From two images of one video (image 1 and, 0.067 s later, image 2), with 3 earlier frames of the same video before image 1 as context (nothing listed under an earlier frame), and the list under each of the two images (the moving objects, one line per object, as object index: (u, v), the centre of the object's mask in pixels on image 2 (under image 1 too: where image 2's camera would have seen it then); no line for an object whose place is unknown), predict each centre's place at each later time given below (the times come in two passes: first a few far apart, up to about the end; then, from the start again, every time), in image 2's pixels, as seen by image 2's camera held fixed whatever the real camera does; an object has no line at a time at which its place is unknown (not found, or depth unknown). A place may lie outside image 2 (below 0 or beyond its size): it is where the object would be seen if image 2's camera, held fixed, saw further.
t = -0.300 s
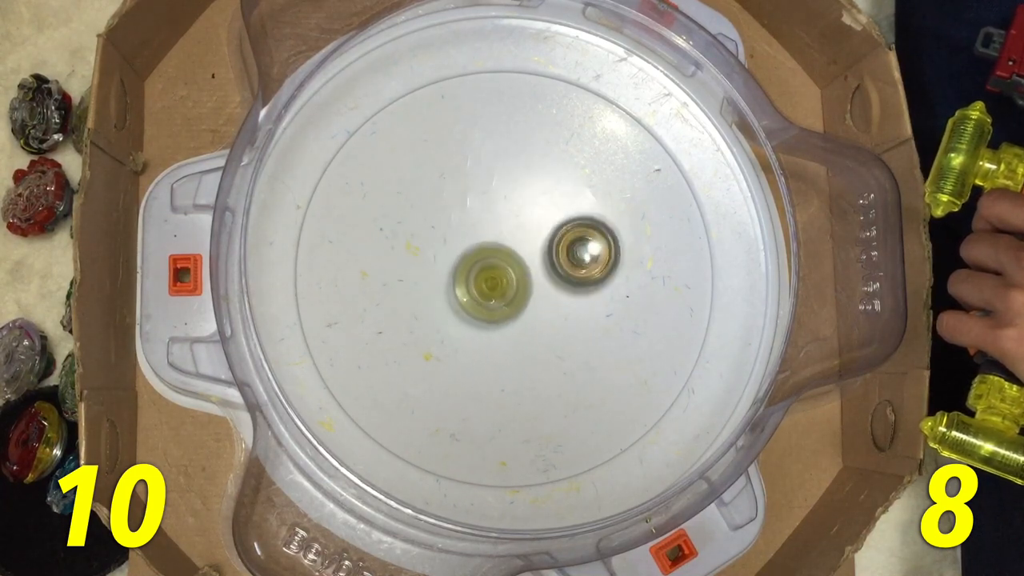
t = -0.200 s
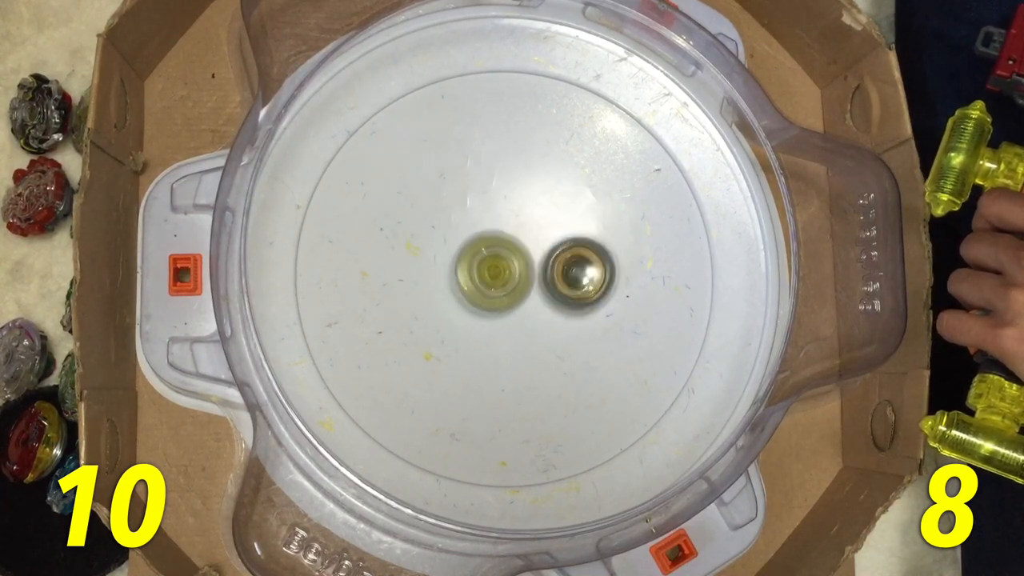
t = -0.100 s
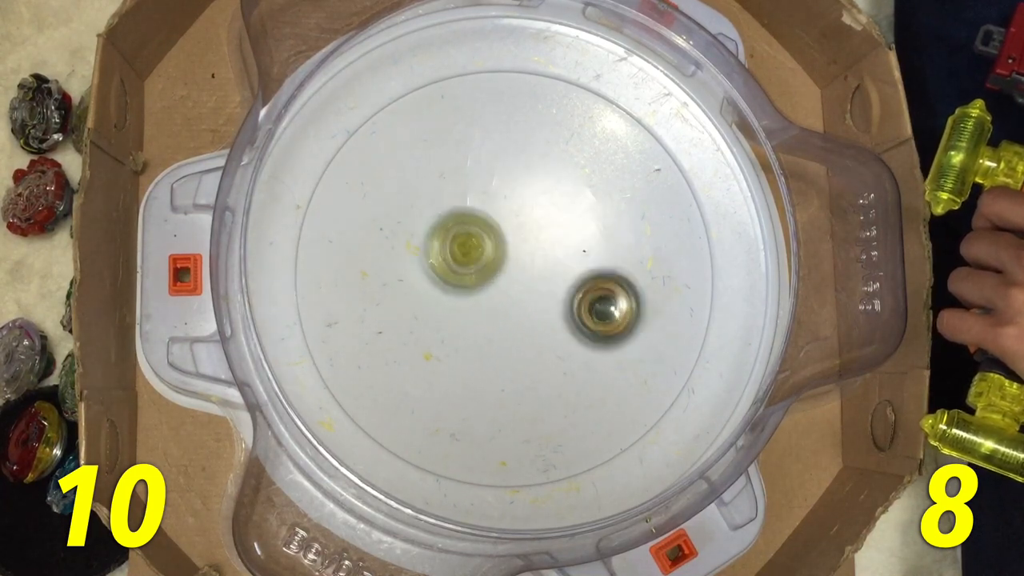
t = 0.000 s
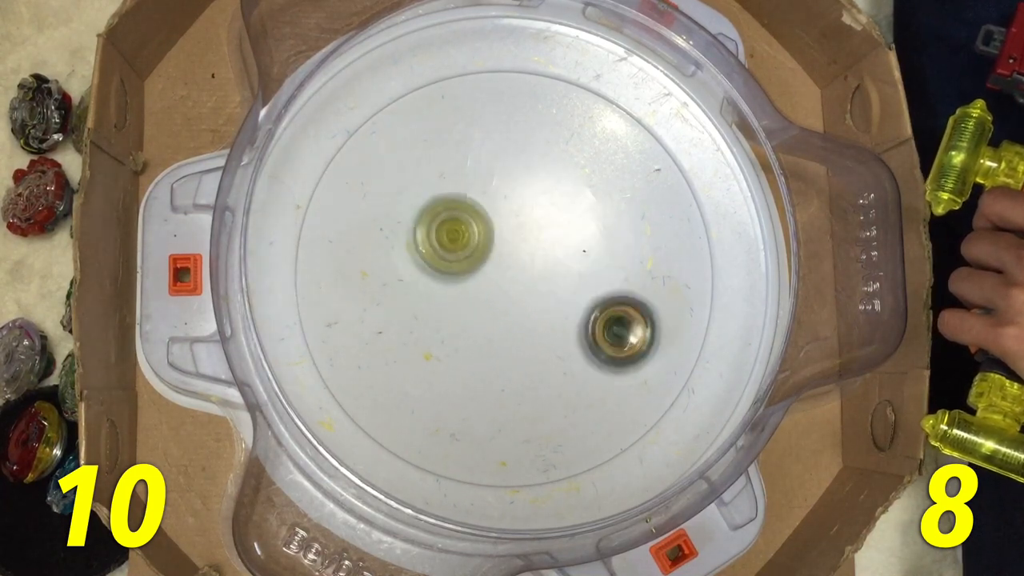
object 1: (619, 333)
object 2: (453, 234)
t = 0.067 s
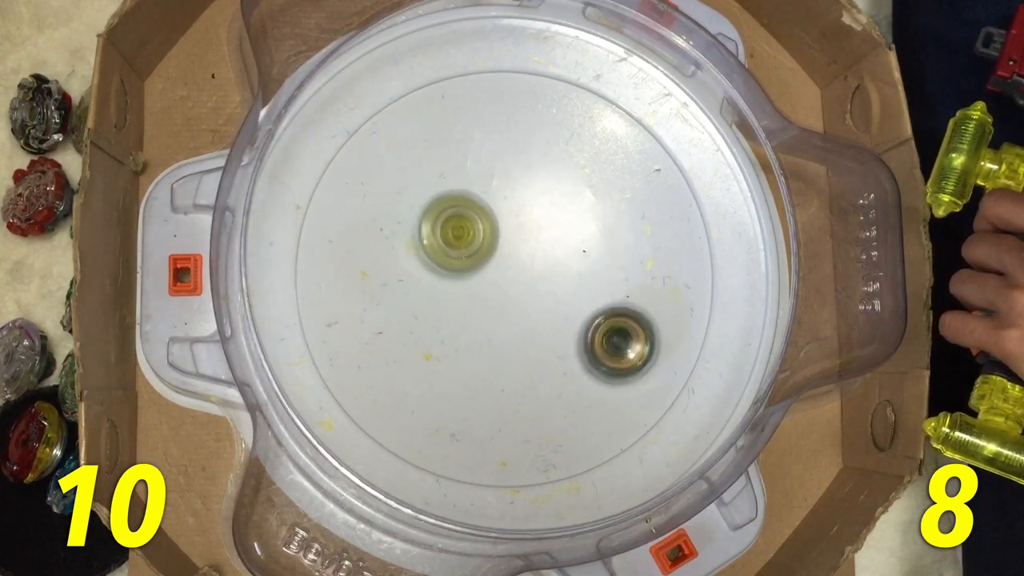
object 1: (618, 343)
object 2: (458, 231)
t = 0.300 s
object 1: (571, 356)
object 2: (498, 229)
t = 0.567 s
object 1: (481, 329)
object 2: (539, 246)
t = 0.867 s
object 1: (416, 265)
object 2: (552, 279)
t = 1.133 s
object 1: (434, 204)
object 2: (527, 304)
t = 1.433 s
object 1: (510, 183)
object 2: (492, 297)
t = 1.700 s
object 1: (576, 231)
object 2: (479, 264)
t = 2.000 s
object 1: (592, 316)
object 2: (500, 230)
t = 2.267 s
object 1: (536, 357)
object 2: (530, 232)
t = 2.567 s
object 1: (460, 329)
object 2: (548, 265)
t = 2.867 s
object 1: (440, 243)
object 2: (528, 295)
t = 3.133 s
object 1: (480, 186)
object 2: (497, 295)
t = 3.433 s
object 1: (554, 198)
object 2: (484, 264)
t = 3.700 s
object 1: (585, 267)
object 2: (500, 242)
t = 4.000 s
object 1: (547, 346)
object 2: (529, 246)
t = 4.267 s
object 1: (482, 349)
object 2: (538, 271)
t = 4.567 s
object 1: (432, 280)
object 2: (530, 292)
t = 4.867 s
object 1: (465, 204)
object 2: (507, 282)
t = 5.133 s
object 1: (537, 189)
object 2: (498, 261)
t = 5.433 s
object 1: (596, 250)
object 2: (507, 253)
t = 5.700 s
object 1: (573, 328)
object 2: (521, 258)
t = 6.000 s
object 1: (490, 349)
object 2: (519, 271)
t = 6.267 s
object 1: (421, 294)
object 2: (535, 266)
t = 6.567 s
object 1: (456, 206)
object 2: (542, 259)
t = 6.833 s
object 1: (545, 188)
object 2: (529, 269)
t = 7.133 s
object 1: (602, 267)
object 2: (509, 265)
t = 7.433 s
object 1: (546, 350)
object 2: (501, 250)
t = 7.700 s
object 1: (461, 331)
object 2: (510, 249)
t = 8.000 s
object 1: (440, 233)
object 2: (517, 264)
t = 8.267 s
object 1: (513, 184)
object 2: (509, 278)
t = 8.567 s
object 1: (592, 241)
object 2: (495, 276)
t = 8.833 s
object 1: (567, 330)
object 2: (499, 264)
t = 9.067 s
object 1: (491, 352)
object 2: (513, 263)
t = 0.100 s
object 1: (615, 348)
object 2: (462, 230)
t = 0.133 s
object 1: (611, 352)
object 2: (466, 230)
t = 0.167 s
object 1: (605, 354)
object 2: (472, 229)
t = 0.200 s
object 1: (599, 356)
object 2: (478, 229)
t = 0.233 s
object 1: (590, 357)
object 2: (485, 228)
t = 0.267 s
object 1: (581, 357)
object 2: (492, 228)
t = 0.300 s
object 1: (571, 356)
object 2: (498, 229)
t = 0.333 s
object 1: (561, 355)
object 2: (503, 230)
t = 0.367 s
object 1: (550, 352)
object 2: (511, 231)
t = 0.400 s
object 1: (538, 350)
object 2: (515, 233)
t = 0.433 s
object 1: (526, 347)
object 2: (521, 236)
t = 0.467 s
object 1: (515, 343)
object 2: (526, 237)
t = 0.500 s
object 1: (503, 339)
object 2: (531, 240)
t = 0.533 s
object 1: (492, 334)
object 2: (535, 243)
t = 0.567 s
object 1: (481, 329)
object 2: (539, 246)
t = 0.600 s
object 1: (470, 324)
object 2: (542, 249)
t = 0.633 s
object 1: (461, 317)
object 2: (546, 253)
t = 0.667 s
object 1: (452, 311)
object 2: (548, 256)
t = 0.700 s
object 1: (444, 304)
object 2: (550, 259)
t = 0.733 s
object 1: (436, 297)
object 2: (552, 263)
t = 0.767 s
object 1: (430, 289)
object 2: (553, 267)
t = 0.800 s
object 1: (424, 282)
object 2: (554, 271)
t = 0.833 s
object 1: (420, 274)
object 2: (553, 275)
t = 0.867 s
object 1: (416, 265)
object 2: (552, 279)
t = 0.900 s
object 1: (415, 257)
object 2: (551, 283)
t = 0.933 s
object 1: (414, 249)
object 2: (548, 287)
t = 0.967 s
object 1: (415, 241)
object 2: (546, 291)
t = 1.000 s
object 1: (416, 232)
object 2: (543, 295)
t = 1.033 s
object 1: (419, 225)
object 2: (539, 298)
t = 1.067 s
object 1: (423, 217)
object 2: (535, 301)
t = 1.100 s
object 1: (428, 210)
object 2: (532, 302)
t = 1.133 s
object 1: (434, 204)
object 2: (527, 304)
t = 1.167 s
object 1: (441, 198)
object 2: (524, 305)
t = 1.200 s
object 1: (448, 193)
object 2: (519, 306)
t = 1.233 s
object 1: (456, 189)
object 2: (515, 306)
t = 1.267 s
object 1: (464, 186)
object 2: (510, 306)
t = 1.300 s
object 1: (473, 183)
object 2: (506, 305)
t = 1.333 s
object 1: (482, 182)
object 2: (502, 304)
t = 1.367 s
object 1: (491, 181)
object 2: (499, 302)
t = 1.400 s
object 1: (501, 181)
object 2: (495, 300)
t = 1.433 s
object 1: (510, 183)
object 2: (492, 297)
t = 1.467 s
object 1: (520, 186)
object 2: (489, 294)
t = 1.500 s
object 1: (530, 189)
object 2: (486, 290)
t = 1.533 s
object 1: (539, 194)
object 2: (484, 286)
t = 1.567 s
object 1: (548, 199)
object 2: (482, 282)
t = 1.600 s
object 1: (556, 206)
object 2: (481, 278)
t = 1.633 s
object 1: (563, 213)
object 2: (480, 273)
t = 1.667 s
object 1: (570, 222)
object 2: (479, 269)
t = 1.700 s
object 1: (576, 231)
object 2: (479, 264)
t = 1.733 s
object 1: (582, 241)
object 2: (480, 259)
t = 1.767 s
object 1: (587, 250)
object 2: (481, 255)
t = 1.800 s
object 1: (591, 260)
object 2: (483, 250)
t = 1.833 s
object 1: (595, 269)
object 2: (485, 246)
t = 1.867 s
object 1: (596, 278)
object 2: (487, 242)
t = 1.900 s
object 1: (597, 288)
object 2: (490, 239)
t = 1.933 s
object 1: (596, 298)
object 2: (493, 236)
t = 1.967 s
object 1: (595, 307)
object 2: (497, 233)
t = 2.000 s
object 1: (592, 316)
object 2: (500, 230)
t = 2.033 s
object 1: (588, 324)
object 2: (504, 228)
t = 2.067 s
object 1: (583, 332)
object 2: (507, 227)
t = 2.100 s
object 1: (577, 339)
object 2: (510, 227)
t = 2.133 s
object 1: (570, 345)
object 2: (514, 227)
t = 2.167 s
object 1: (562, 350)
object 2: (518, 227)
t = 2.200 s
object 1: (554, 353)
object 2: (521, 229)
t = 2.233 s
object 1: (545, 356)
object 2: (525, 231)
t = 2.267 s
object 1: (536, 357)
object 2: (530, 232)
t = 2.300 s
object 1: (526, 358)
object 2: (533, 235)
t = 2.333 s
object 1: (517, 358)
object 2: (537, 238)
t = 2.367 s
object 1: (508, 357)
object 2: (540, 241)
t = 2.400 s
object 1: (498, 355)
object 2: (542, 245)
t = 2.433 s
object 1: (490, 352)
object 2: (544, 249)
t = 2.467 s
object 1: (482, 348)
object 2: (546, 253)
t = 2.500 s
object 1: (474, 342)
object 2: (547, 257)
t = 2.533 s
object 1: (467, 336)
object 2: (548, 261)
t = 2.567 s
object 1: (460, 329)
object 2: (548, 265)
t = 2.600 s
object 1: (454, 321)
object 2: (548, 269)
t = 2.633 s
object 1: (449, 312)
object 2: (547, 273)
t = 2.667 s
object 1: (445, 303)
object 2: (545, 277)
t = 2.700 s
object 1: (442, 293)
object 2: (543, 281)
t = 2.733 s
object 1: (440, 283)
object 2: (541, 284)
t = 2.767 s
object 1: (439, 273)
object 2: (538, 288)
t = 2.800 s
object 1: (438, 263)
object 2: (534, 291)
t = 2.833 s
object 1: (439, 252)
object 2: (532, 293)
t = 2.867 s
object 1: (440, 243)
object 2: (528, 295)
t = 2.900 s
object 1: (441, 233)
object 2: (524, 296)
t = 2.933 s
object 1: (444, 225)
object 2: (520, 298)
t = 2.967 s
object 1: (448, 216)
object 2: (515, 299)
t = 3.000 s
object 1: (453, 208)
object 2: (511, 299)
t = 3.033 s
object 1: (459, 202)
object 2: (507, 299)
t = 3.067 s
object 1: (465, 196)
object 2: (504, 298)
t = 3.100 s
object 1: (472, 190)
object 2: (500, 296)
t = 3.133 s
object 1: (480, 186)
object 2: (497, 295)
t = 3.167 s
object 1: (488, 183)
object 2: (494, 292)
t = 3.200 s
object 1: (496, 181)
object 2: (491, 289)
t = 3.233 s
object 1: (505, 181)
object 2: (489, 286)
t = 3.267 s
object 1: (514, 181)
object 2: (487, 283)
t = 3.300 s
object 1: (522, 182)
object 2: (485, 279)
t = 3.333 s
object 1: (530, 185)
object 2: (485, 276)
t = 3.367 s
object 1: (539, 188)
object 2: (484, 272)
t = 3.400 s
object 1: (547, 192)
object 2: (484, 268)
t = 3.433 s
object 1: (554, 198)
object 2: (484, 264)
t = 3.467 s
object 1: (561, 204)
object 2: (485, 261)
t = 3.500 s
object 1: (567, 211)
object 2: (486, 258)
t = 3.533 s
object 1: (572, 219)
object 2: (488, 254)
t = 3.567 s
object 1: (576, 228)
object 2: (489, 251)
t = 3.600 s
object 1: (580, 238)
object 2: (491, 248)
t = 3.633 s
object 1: (583, 247)
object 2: (494, 246)
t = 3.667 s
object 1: (584, 257)
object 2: (497, 244)
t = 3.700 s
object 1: (585, 267)
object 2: (500, 242)
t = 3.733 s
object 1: (584, 278)
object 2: (503, 241)
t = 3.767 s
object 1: (582, 288)
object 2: (507, 240)
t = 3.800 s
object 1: (580, 297)
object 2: (510, 239)
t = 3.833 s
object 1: (576, 307)
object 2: (513, 240)
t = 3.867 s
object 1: (571, 316)
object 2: (516, 240)
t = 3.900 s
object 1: (566, 325)
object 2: (519, 241)
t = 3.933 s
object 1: (560, 333)
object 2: (522, 243)
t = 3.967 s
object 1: (554, 340)
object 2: (525, 244)
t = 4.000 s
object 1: (547, 346)
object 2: (529, 246)
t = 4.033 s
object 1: (540, 350)
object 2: (531, 248)
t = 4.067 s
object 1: (532, 354)
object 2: (533, 251)
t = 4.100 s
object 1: (524, 356)
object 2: (535, 254)
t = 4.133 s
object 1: (515, 357)
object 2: (537, 258)
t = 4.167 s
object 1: (507, 357)
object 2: (538, 260)
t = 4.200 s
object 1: (497, 356)
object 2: (539, 264)
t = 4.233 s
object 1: (490, 353)
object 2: (539, 268)
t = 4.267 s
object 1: (482, 349)
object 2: (538, 271)
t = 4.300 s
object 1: (474, 344)
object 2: (538, 275)
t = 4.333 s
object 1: (468, 338)
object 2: (537, 278)
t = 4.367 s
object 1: (462, 330)
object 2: (535, 281)
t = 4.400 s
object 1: (457, 323)
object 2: (533, 284)
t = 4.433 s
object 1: (451, 315)
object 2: (533, 286)
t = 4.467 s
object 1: (443, 307)
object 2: (534, 289)
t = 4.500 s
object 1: (437, 298)
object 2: (534, 290)
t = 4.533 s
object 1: (433, 289)
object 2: (533, 291)
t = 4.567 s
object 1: (432, 280)
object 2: (530, 292)
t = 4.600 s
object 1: (431, 271)
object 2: (527, 292)
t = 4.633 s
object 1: (432, 261)
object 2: (524, 293)
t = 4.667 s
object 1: (434, 251)
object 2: (522, 292)
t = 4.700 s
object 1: (436, 242)
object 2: (519, 291)
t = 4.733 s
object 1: (440, 233)
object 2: (516, 290)
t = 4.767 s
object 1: (444, 225)
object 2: (513, 289)
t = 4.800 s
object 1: (450, 217)
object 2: (511, 286)
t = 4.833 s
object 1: (458, 210)
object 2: (509, 285)
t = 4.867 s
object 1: (465, 204)
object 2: (507, 282)
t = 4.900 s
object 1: (473, 199)
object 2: (505, 279)
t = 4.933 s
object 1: (482, 194)
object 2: (503, 277)
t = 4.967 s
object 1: (490, 191)
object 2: (501, 275)
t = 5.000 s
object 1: (499, 188)
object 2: (501, 271)
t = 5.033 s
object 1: (508, 187)
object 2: (500, 268)
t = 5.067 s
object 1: (518, 186)
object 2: (499, 265)
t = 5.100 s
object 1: (527, 187)
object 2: (499, 262)
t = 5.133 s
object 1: (537, 189)
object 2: (498, 261)
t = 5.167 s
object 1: (548, 191)
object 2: (498, 260)
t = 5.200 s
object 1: (557, 194)
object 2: (498, 258)
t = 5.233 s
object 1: (564, 199)
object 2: (498, 257)
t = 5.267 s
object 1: (572, 206)
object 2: (499, 256)
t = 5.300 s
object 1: (579, 213)
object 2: (502, 255)
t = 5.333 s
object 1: (585, 222)
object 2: (503, 254)
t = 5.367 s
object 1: (589, 231)
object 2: (504, 253)
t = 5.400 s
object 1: (593, 240)
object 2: (505, 253)
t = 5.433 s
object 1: (596, 250)
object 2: (507, 253)
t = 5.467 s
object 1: (598, 260)
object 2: (510, 253)
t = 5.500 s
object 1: (598, 270)
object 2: (512, 253)
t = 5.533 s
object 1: (596, 280)
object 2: (513, 253)
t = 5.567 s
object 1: (594, 290)
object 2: (515, 254)
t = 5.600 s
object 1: (591, 300)
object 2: (518, 255)
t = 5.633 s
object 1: (586, 309)
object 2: (519, 256)
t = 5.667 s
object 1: (580, 319)
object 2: (520, 256)
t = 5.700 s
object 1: (573, 328)
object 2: (521, 258)
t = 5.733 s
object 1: (567, 335)
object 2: (522, 258)
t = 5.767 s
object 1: (558, 341)
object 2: (522, 259)
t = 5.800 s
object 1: (549, 346)
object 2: (523, 261)
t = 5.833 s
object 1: (540, 350)
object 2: (522, 263)
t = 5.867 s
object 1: (530, 353)
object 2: (522, 265)
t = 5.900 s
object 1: (520, 354)
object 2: (522, 266)
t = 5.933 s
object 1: (510, 354)
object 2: (521, 267)
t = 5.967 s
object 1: (499, 353)
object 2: (520, 270)
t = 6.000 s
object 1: (490, 349)
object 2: (519, 271)
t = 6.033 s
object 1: (481, 346)
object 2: (519, 271)
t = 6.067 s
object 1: (472, 341)
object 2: (519, 271)
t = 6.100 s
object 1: (463, 335)
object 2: (518, 271)
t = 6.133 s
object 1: (456, 328)
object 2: (517, 271)
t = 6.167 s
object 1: (450, 320)
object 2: (516, 271)
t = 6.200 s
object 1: (437, 312)
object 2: (522, 270)
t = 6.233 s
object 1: (427, 303)
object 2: (529, 268)
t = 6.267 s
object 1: (421, 294)
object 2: (535, 266)
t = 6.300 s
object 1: (418, 284)
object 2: (539, 264)
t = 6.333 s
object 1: (418, 274)
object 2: (540, 262)
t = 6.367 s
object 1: (420, 263)
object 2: (541, 261)
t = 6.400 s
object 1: (422, 252)
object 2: (542, 260)
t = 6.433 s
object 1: (427, 241)
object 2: (542, 260)
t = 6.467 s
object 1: (433, 232)
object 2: (542, 260)
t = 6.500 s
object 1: (439, 223)
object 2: (543, 259)
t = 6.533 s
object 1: (448, 214)
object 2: (542, 259)
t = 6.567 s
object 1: (456, 206)
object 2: (542, 259)
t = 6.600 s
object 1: (466, 200)
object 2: (541, 260)
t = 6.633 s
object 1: (477, 194)
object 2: (540, 260)
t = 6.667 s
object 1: (488, 190)
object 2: (539, 260)
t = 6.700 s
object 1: (500, 188)
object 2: (538, 261)
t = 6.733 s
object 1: (511, 187)
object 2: (536, 262)
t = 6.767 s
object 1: (523, 185)
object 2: (535, 265)
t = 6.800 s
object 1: (534, 186)
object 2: (531, 267)
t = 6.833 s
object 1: (545, 188)
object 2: (529, 269)
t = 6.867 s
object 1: (555, 193)
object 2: (528, 269)
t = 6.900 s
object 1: (565, 198)
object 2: (526, 268)
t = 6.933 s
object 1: (574, 206)
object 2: (523, 269)
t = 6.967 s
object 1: (582, 214)
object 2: (520, 269)
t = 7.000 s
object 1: (589, 223)
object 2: (518, 268)
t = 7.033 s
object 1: (595, 234)
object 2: (515, 268)
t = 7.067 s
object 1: (599, 244)
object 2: (512, 268)
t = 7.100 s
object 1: (601, 255)
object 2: (511, 266)
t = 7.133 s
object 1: (602, 267)
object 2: (509, 265)
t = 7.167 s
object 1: (602, 278)
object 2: (506, 265)
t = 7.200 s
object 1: (599, 290)
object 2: (505, 262)
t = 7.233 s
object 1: (595, 301)
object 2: (503, 260)
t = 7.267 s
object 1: (590, 311)
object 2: (501, 260)
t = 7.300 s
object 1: (583, 322)
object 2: (500, 258)
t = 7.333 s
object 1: (575, 331)
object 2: (501, 255)
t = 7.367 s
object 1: (566, 338)
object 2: (501, 254)
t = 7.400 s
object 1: (556, 345)
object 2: (501, 252)
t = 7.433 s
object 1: (546, 350)
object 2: (501, 250)
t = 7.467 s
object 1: (535, 353)
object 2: (501, 250)
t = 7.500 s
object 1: (524, 355)
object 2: (501, 249)
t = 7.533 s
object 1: (512, 355)
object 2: (504, 248)
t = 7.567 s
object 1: (500, 353)
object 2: (504, 248)
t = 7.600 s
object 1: (490, 349)
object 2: (505, 247)
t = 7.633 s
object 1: (480, 344)
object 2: (507, 247)
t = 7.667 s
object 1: (470, 339)
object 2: (508, 248)
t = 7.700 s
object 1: (461, 331)
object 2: (510, 249)
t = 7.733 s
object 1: (453, 323)
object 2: (511, 249)
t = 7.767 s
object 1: (446, 313)
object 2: (513, 250)
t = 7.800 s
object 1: (441, 303)
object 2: (513, 252)
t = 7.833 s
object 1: (437, 291)
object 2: (514, 253)
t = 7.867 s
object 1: (435, 280)
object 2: (515, 255)
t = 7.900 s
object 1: (433, 268)
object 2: (515, 257)
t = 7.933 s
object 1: (434, 256)
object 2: (516, 260)
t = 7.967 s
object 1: (436, 244)
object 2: (517, 262)
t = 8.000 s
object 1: (440, 233)
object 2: (517, 264)
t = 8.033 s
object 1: (446, 223)
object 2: (517, 267)
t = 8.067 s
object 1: (452, 214)
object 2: (516, 269)
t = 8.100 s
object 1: (461, 205)
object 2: (515, 271)
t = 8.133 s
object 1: (470, 198)
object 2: (515, 272)
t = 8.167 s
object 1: (480, 192)
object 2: (514, 274)
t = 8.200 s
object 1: (491, 188)
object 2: (513, 275)
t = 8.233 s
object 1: (502, 185)
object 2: (511, 277)
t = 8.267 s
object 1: (513, 184)
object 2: (509, 278)
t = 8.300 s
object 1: (524, 184)
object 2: (508, 278)
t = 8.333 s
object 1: (536, 186)
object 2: (505, 279)
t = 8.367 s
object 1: (546, 190)
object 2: (503, 280)
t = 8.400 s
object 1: (557, 195)
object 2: (503, 279)
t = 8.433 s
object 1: (566, 202)
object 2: (500, 279)
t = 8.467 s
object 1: (574, 211)
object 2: (498, 279)
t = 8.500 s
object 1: (582, 220)
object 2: (498, 277)
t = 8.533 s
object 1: (588, 231)
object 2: (497, 276)
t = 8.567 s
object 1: (592, 241)
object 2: (495, 276)
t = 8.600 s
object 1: (595, 253)
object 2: (495, 274)
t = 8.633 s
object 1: (596, 265)
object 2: (494, 273)
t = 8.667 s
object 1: (596, 277)
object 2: (495, 271)
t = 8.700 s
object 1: (593, 289)
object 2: (495, 269)
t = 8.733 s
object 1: (589, 300)
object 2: (497, 267)
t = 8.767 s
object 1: (583, 311)
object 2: (496, 267)
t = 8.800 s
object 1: (576, 321)
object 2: (498, 265)
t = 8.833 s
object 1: (567, 330)
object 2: (499, 264)
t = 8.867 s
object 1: (558, 338)
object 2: (501, 263)
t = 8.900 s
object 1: (548, 344)
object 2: (503, 262)
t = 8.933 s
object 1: (537, 349)
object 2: (505, 262)
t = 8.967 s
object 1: (525, 353)
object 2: (506, 262)
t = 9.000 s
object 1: (514, 354)
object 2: (509, 262)
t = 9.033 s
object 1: (503, 354)
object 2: (511, 263)
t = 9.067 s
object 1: (491, 352)
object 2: (513, 263)
